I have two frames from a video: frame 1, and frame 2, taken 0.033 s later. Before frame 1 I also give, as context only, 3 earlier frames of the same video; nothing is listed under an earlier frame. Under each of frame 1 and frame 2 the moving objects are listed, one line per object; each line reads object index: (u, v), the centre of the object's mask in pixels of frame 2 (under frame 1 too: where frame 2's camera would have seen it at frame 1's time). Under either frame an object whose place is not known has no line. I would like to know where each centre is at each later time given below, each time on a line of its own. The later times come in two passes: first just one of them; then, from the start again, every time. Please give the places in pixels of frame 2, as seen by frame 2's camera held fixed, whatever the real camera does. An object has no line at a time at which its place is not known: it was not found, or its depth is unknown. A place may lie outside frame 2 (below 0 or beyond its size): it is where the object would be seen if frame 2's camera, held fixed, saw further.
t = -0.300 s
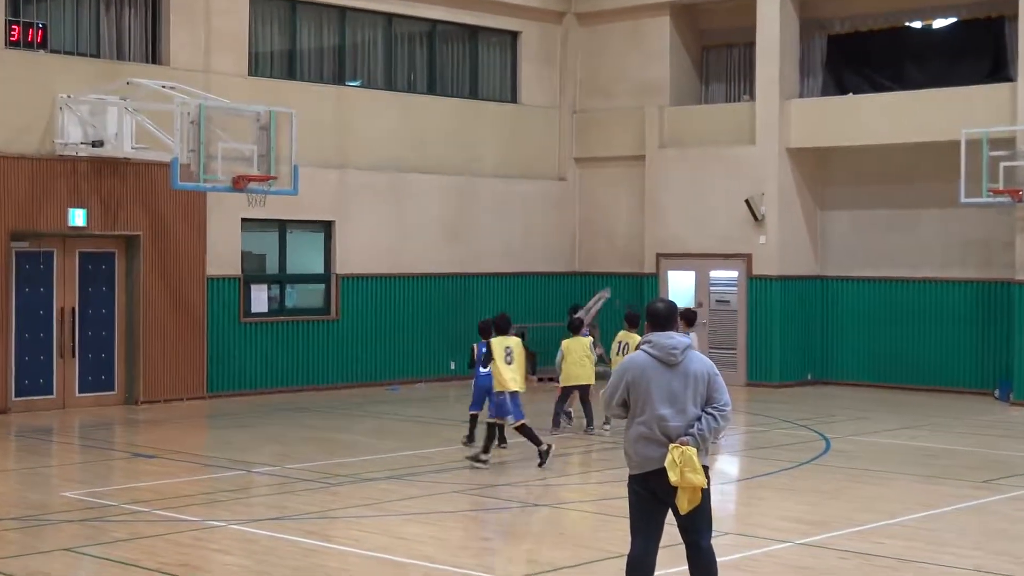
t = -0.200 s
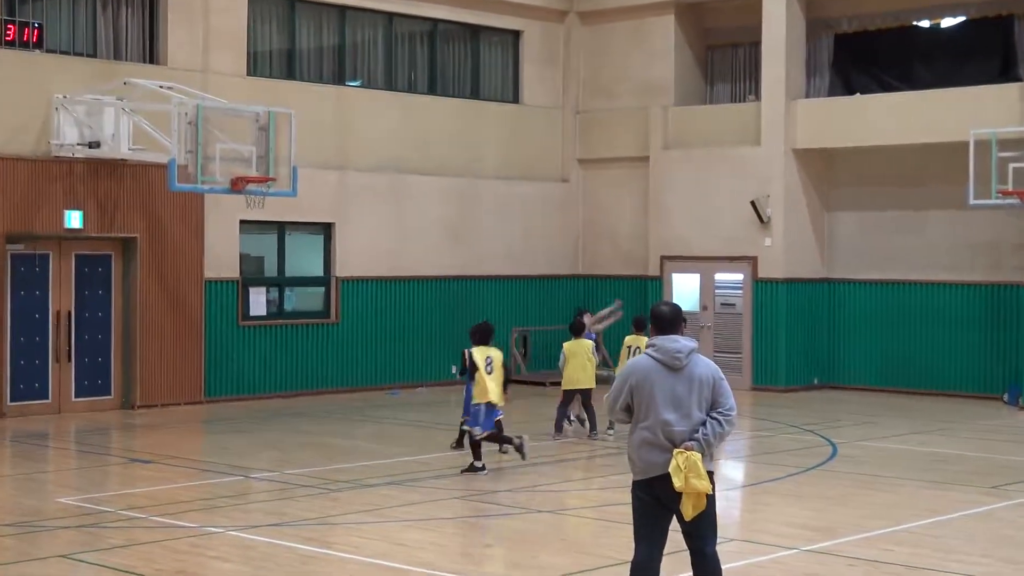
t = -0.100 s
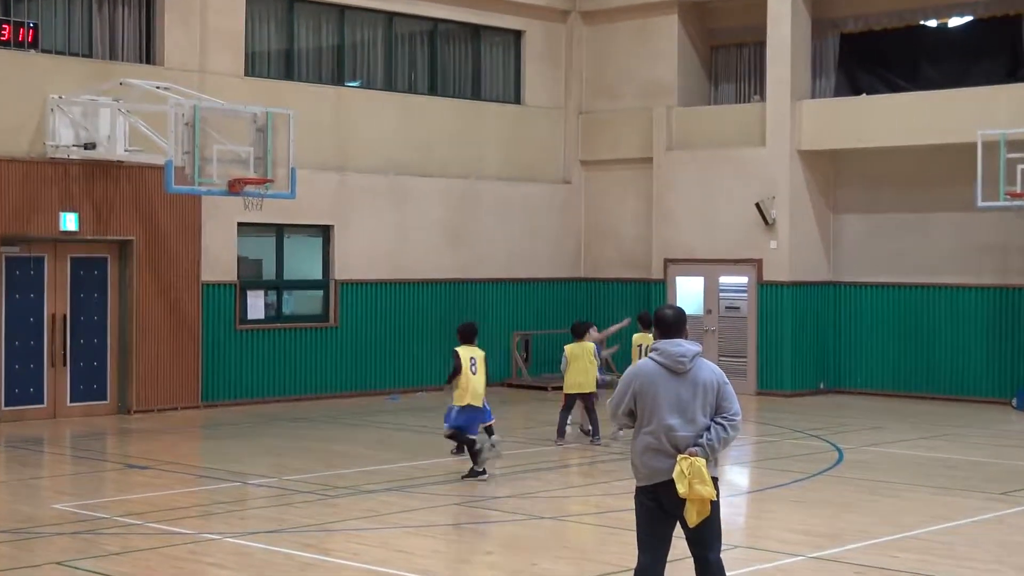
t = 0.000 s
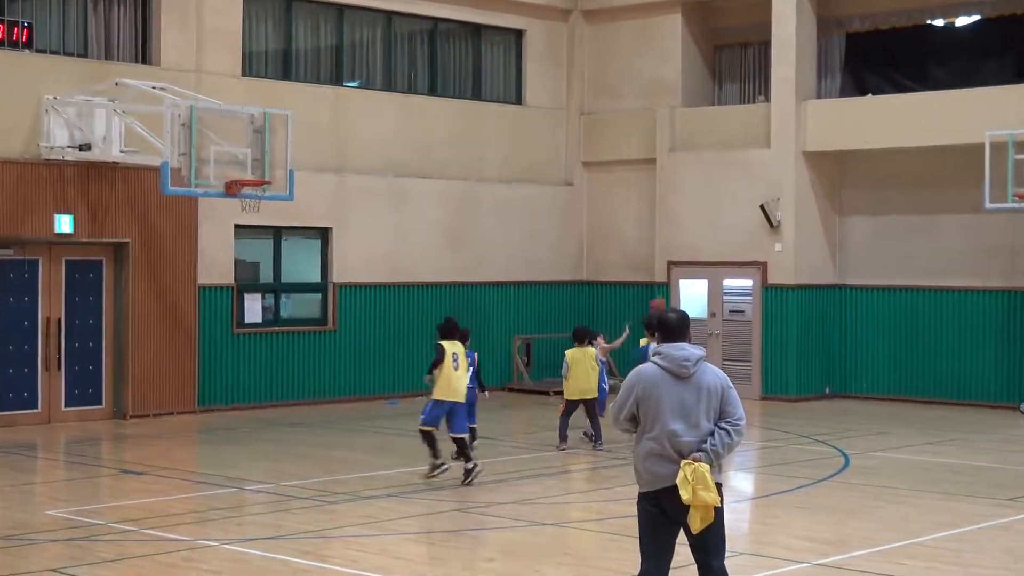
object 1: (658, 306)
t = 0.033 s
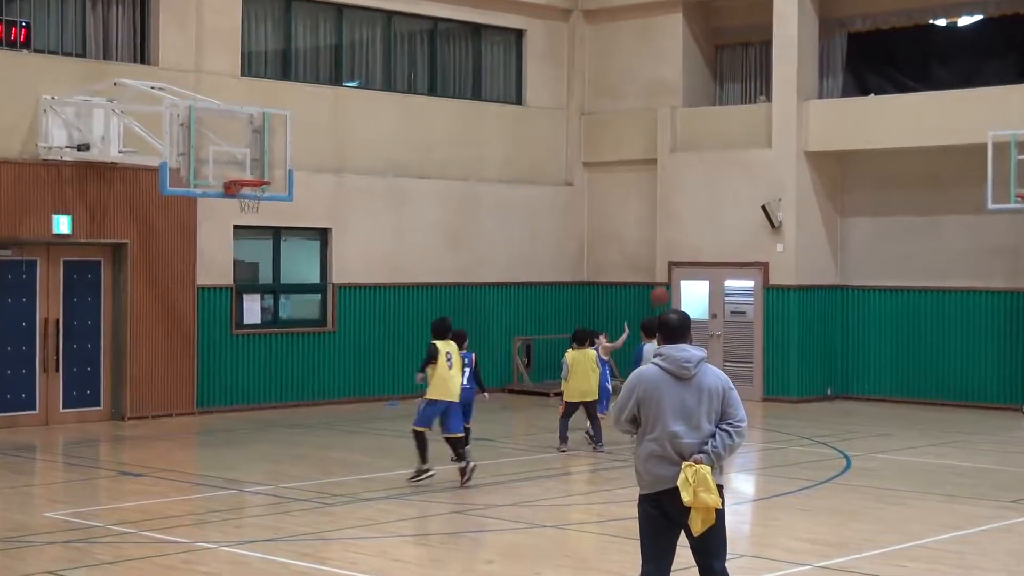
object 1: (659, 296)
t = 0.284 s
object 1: (663, 240)
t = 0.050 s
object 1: (659, 291)
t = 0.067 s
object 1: (660, 286)
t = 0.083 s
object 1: (659, 280)
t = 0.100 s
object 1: (660, 277)
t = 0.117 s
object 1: (660, 271)
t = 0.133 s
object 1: (660, 267)
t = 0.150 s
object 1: (661, 263)
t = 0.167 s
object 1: (661, 259)
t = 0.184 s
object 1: (661, 256)
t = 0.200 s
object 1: (661, 253)
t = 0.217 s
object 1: (661, 249)
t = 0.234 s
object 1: (662, 247)
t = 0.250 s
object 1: (662, 244)
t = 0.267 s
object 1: (662, 242)
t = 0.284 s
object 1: (663, 240)
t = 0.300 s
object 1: (663, 238)
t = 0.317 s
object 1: (663, 236)
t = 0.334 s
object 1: (663, 235)
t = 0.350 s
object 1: (664, 234)
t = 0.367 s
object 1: (664, 232)
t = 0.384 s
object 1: (664, 232)
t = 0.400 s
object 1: (664, 231)
